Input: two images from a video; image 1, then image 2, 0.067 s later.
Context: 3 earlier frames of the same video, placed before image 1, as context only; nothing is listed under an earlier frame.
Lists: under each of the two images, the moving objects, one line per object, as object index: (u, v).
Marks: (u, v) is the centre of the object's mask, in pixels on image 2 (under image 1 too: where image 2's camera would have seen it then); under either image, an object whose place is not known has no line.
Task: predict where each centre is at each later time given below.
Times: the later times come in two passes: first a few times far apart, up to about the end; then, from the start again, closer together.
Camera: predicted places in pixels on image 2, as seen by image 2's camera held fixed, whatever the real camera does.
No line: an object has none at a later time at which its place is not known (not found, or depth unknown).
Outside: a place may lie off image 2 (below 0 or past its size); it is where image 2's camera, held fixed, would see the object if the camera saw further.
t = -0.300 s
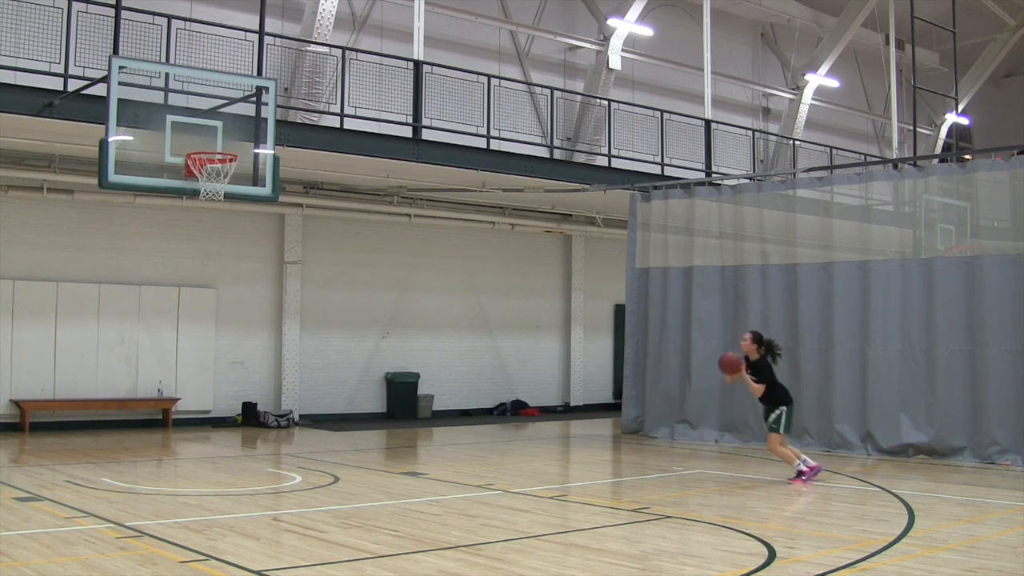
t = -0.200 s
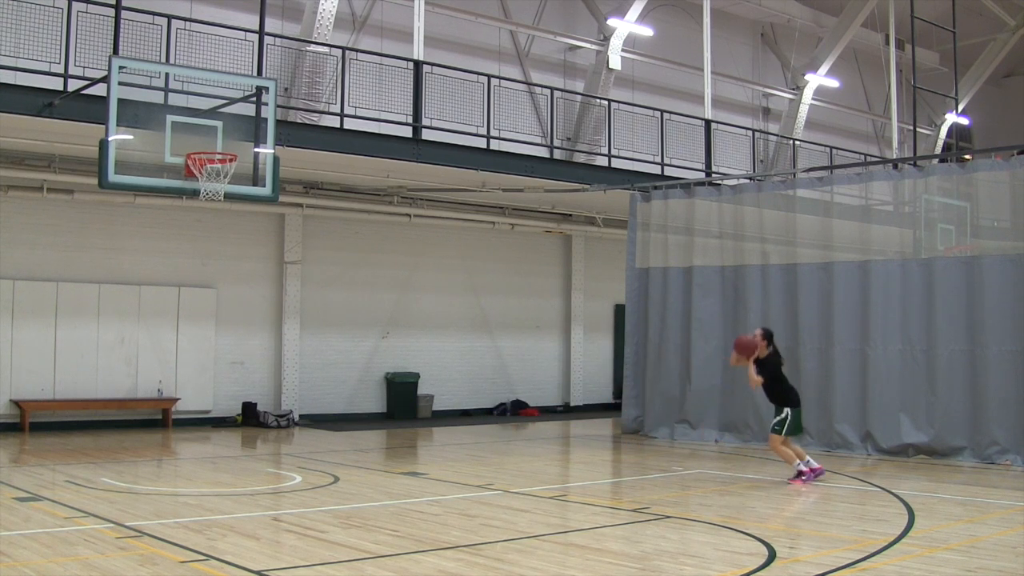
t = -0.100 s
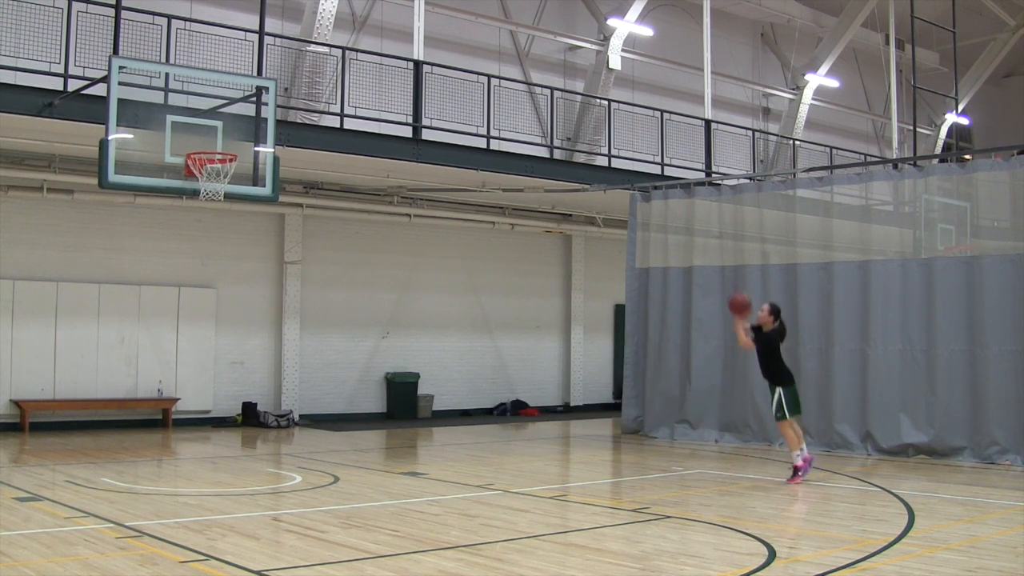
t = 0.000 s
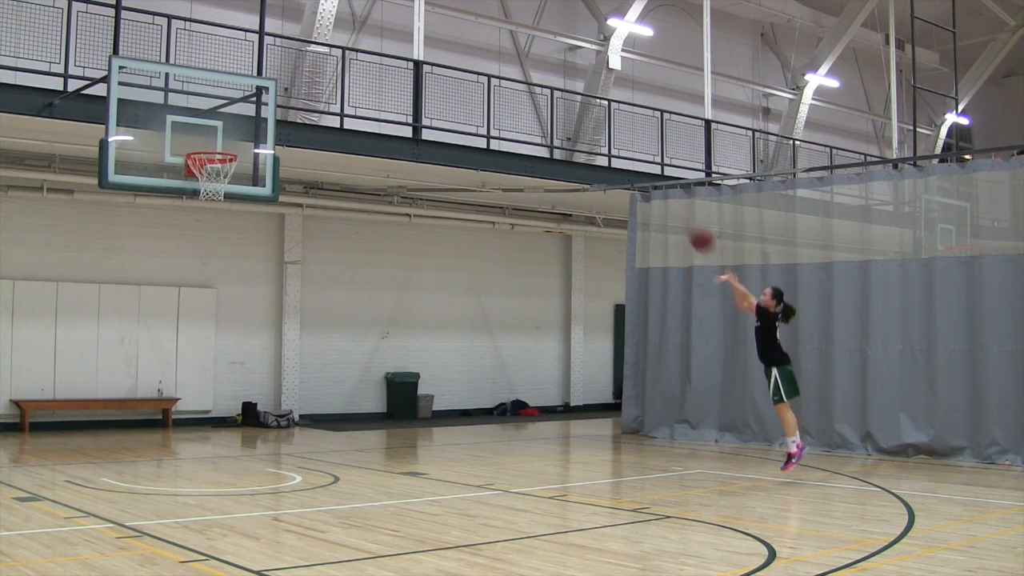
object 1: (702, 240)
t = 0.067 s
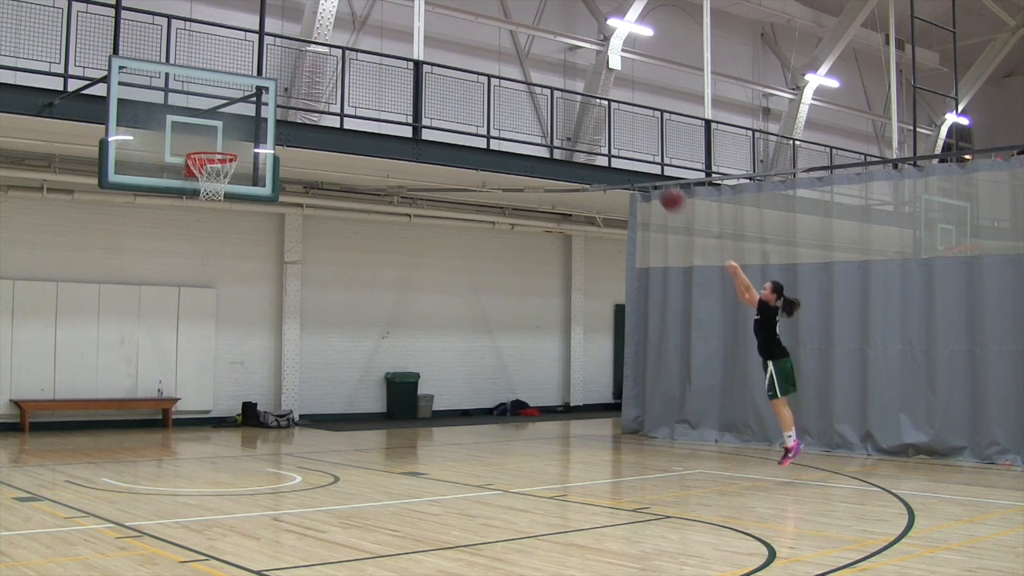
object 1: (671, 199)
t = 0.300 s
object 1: (566, 93)
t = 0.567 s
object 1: (449, 40)
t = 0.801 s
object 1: (348, 52)
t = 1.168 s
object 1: (192, 176)
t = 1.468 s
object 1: (178, 225)
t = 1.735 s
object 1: (165, 344)
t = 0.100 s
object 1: (656, 180)
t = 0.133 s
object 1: (641, 163)
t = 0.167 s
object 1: (626, 146)
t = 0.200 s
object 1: (611, 131)
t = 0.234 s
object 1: (596, 117)
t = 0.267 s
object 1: (581, 105)
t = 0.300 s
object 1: (566, 93)
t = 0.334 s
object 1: (551, 82)
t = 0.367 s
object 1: (536, 74)
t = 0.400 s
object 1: (522, 65)
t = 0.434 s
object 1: (507, 58)
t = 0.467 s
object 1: (493, 52)
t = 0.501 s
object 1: (478, 47)
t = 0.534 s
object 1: (463, 43)
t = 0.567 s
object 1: (449, 40)
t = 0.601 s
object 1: (435, 38)
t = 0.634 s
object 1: (421, 38)
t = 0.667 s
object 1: (405, 39)
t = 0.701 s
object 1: (392, 40)
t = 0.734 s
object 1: (377, 43)
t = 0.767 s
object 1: (363, 47)
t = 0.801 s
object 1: (348, 52)
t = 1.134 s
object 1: (208, 163)
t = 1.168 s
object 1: (192, 176)
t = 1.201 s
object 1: (190, 180)
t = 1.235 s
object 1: (188, 180)
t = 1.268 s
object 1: (186, 183)
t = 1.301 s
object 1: (185, 188)
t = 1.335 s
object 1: (184, 194)
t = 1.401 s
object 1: (181, 207)
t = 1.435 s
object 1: (180, 216)
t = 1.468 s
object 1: (178, 225)
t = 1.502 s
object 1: (176, 237)
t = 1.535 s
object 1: (175, 249)
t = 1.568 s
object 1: (173, 262)
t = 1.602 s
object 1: (172, 276)
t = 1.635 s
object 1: (170, 291)
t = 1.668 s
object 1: (169, 308)
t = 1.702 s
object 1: (167, 325)
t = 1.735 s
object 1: (165, 344)
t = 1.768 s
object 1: (163, 364)
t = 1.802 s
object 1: (162, 384)
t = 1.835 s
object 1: (159, 408)
